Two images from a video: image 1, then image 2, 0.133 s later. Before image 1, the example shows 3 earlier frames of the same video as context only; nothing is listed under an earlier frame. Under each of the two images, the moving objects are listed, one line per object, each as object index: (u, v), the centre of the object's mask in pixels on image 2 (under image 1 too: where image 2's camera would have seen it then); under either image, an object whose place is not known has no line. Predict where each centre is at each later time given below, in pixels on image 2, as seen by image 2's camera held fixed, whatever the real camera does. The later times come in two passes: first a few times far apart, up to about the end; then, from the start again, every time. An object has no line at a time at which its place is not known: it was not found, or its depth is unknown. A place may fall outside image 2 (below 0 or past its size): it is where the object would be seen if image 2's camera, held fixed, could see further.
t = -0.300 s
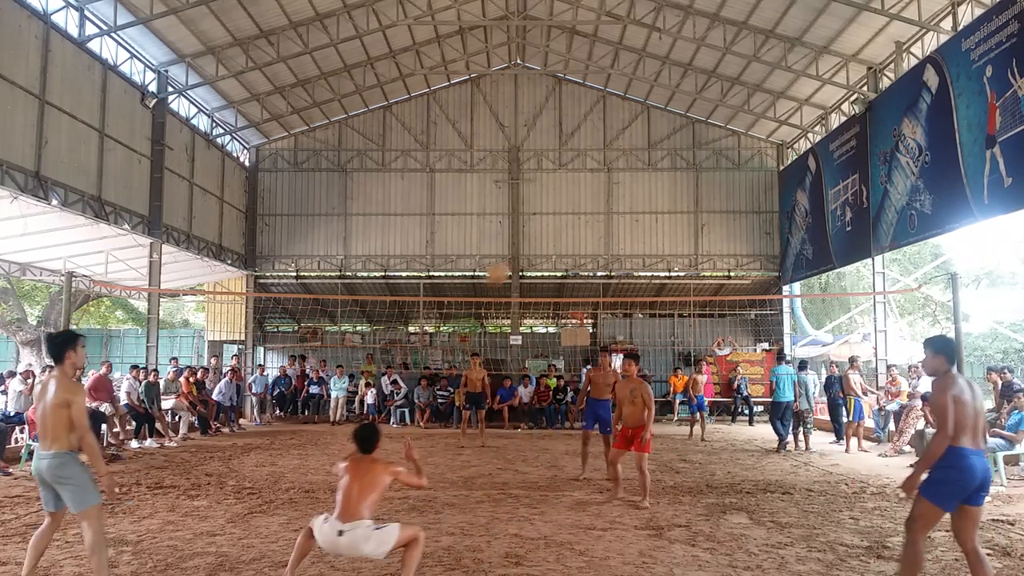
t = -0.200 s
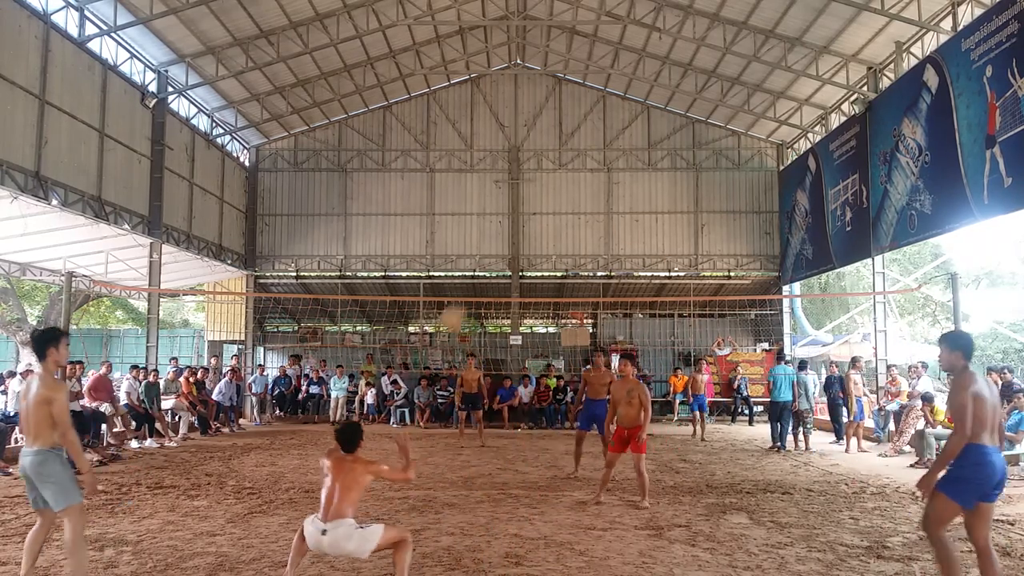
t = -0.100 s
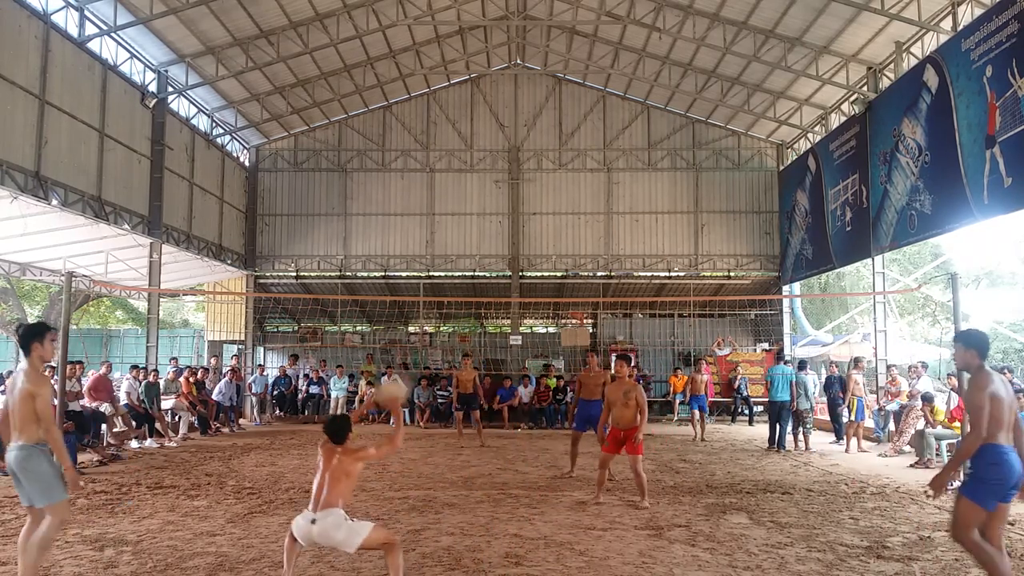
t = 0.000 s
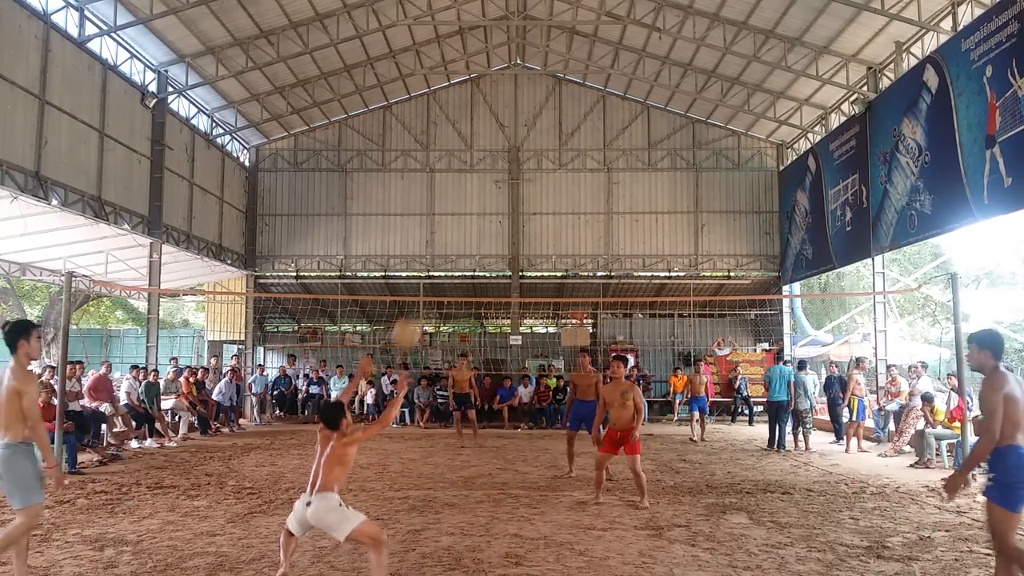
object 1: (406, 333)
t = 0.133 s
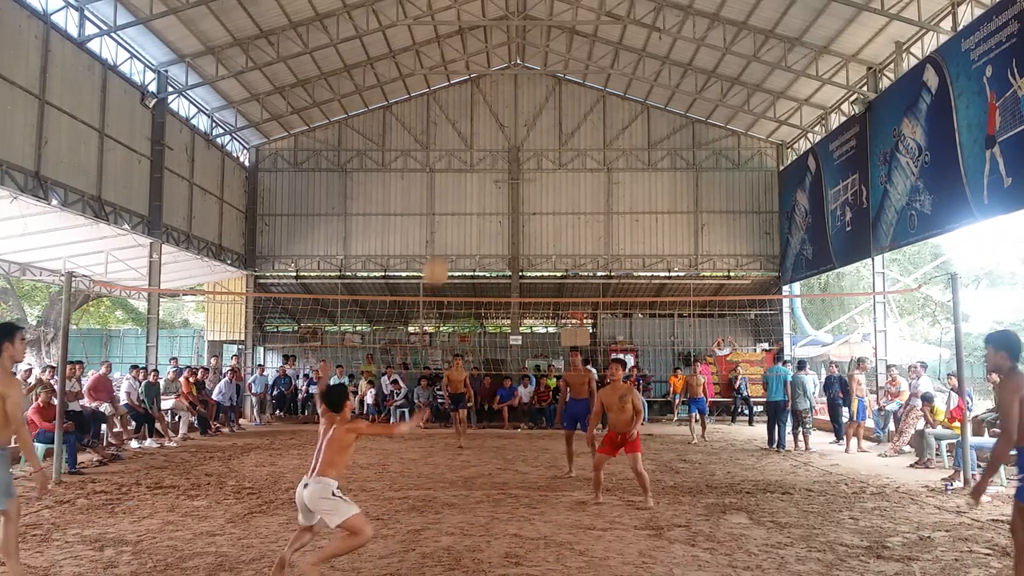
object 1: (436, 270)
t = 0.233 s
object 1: (456, 243)
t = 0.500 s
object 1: (501, 228)
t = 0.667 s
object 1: (524, 256)
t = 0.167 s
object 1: (442, 260)
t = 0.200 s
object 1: (448, 252)
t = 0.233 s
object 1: (456, 243)
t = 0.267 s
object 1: (461, 237)
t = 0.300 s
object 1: (467, 231)
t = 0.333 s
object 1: (474, 228)
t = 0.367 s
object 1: (480, 226)
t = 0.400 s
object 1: (485, 225)
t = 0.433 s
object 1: (490, 225)
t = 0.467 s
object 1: (494, 226)
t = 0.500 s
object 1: (501, 228)
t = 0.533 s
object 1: (506, 231)
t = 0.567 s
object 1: (511, 235)
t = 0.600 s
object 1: (515, 241)
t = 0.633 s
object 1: (520, 248)
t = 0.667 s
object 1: (524, 256)
